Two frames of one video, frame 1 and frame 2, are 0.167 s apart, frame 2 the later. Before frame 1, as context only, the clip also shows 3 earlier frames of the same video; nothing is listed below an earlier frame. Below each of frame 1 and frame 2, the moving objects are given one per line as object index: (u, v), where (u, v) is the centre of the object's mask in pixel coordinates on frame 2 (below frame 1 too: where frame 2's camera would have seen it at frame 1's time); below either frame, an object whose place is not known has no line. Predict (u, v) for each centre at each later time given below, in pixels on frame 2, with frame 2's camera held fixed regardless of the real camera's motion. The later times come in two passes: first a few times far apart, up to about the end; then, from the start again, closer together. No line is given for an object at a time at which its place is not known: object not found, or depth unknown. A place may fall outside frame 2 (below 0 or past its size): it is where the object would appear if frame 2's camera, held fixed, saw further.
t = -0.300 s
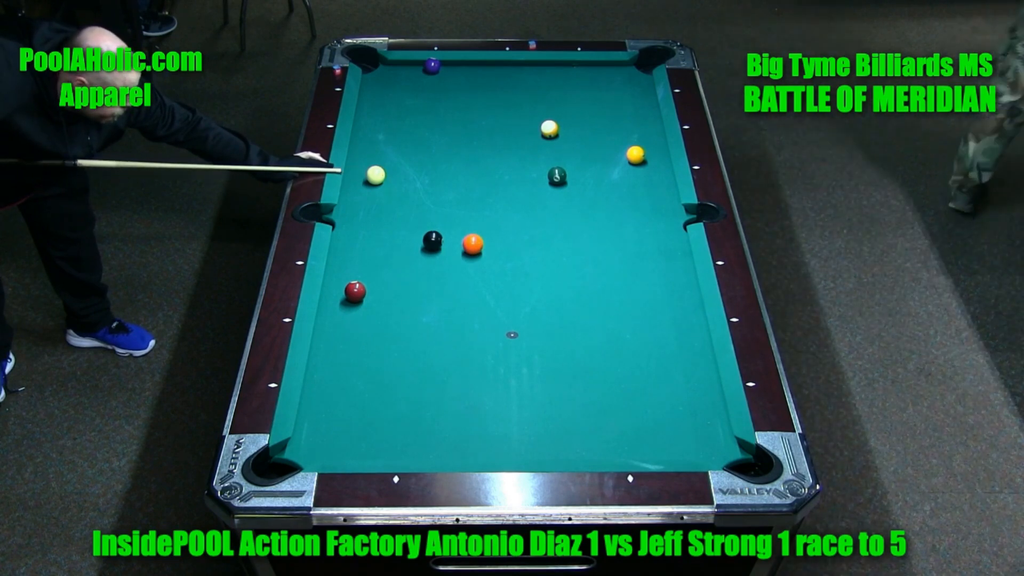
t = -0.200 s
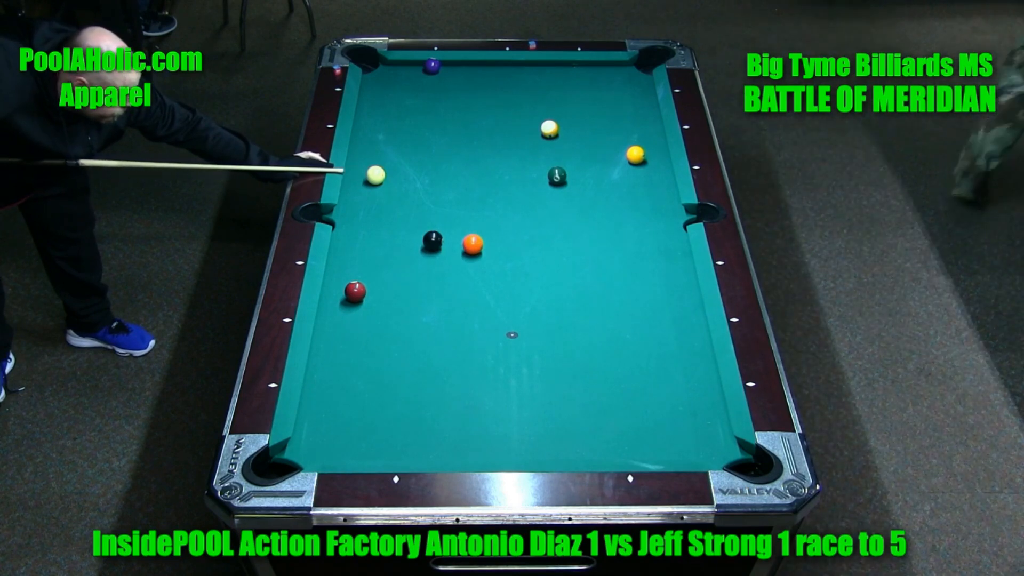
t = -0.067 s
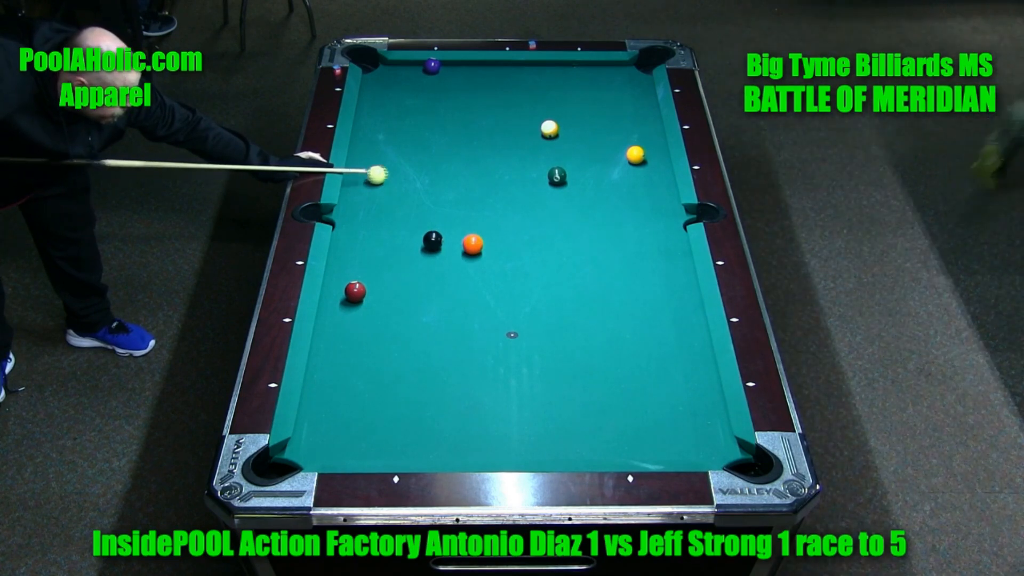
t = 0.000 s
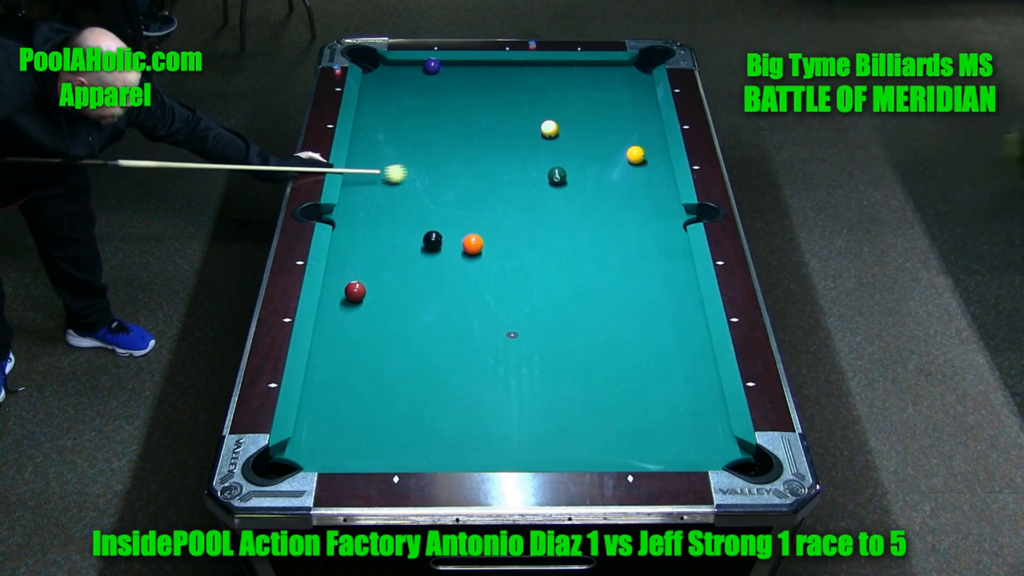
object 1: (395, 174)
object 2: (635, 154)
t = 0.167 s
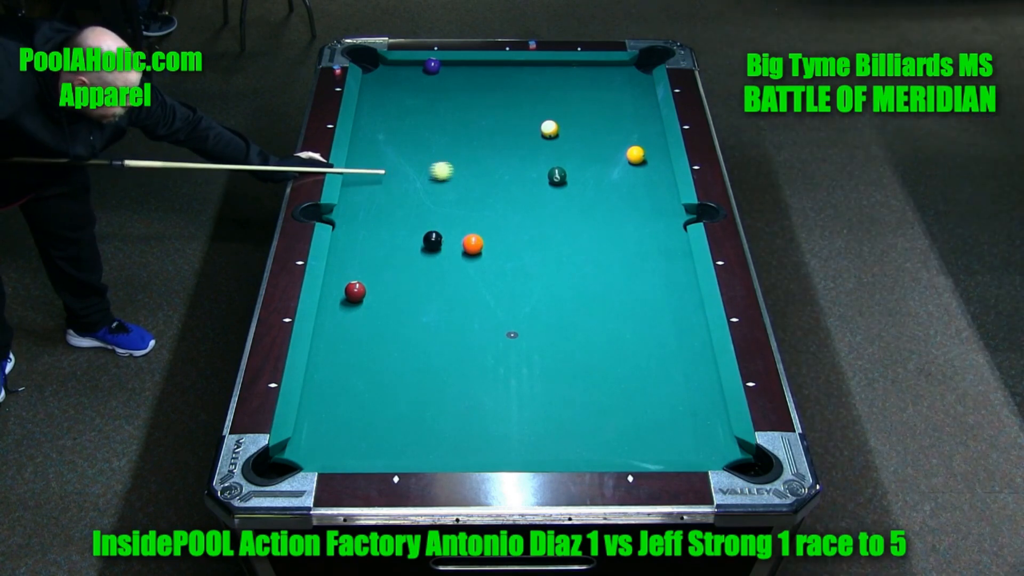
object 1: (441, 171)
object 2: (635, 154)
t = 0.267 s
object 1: (468, 170)
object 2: (635, 154)
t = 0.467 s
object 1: (521, 166)
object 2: (635, 154)
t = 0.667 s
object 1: (573, 163)
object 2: (635, 154)
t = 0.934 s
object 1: (628, 163)
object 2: (646, 151)
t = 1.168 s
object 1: (655, 170)
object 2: (651, 144)
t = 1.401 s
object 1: (657, 175)
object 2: (637, 140)
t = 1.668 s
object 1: (643, 179)
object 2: (621, 135)
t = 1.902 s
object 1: (631, 182)
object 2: (610, 132)
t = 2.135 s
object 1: (621, 184)
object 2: (599, 129)
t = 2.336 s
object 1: (614, 187)
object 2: (591, 126)
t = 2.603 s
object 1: (605, 189)
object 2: (583, 124)
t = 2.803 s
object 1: (600, 191)
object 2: (577, 122)
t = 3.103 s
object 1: (594, 193)
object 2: (570, 121)
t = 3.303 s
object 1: (591, 194)
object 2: (567, 120)
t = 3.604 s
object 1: (589, 195)
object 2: (564, 119)
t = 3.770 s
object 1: (588, 196)
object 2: (564, 118)
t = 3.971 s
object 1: (589, 196)
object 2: (564, 118)
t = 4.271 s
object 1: (589, 195)
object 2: (564, 118)
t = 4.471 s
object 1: (589, 195)
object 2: (564, 119)
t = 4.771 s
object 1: (589, 195)
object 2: (564, 119)
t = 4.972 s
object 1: (589, 195)
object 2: (564, 119)
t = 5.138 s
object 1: (588, 195)
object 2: (564, 119)
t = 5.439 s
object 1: (588, 189)
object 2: (564, 119)
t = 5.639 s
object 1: (589, 195)
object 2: (564, 119)
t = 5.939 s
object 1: (589, 195)
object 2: (564, 119)
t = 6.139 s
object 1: (589, 195)
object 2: (564, 119)
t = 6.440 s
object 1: (589, 195)
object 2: (564, 119)
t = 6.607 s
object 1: (589, 195)
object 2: (564, 119)
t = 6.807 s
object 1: (589, 196)
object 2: (564, 119)
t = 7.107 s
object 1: (589, 196)
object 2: (564, 119)
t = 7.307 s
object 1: (589, 195)
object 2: (564, 119)
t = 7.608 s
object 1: (589, 195)
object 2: (564, 119)
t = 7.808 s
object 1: (589, 195)
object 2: (564, 119)
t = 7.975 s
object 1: (589, 195)
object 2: (564, 119)
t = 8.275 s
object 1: (589, 195)
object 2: (564, 119)
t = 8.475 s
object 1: (589, 195)
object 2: (564, 119)
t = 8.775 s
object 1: (589, 195)
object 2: (564, 119)
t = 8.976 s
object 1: (589, 195)
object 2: (564, 119)
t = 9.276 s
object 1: (589, 195)
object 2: (564, 119)
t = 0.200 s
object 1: (450, 171)
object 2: (635, 154)
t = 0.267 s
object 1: (468, 170)
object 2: (635, 154)
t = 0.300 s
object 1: (477, 169)
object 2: (635, 154)
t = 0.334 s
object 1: (486, 168)
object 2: (635, 154)
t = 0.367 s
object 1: (495, 168)
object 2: (635, 154)
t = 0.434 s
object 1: (513, 167)
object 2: (635, 154)
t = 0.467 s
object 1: (521, 166)
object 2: (635, 154)
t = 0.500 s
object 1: (530, 166)
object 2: (635, 154)
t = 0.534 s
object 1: (538, 165)
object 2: (635, 154)
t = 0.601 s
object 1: (555, 162)
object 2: (635, 154)
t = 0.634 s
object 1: (565, 162)
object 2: (635, 154)
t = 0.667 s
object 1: (573, 163)
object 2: (635, 154)
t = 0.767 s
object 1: (598, 162)
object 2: (635, 154)
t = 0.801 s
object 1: (606, 161)
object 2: (635, 154)
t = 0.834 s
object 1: (614, 161)
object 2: (635, 154)
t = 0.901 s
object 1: (624, 162)
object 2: (642, 152)
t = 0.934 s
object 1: (628, 163)
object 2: (646, 151)
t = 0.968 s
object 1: (632, 164)
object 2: (649, 150)
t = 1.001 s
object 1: (636, 165)
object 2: (653, 148)
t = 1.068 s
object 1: (643, 167)
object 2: (658, 146)
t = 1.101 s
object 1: (647, 168)
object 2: (656, 145)
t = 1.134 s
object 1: (651, 169)
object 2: (654, 145)
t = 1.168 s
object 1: (655, 170)
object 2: (651, 144)
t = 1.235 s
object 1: (662, 172)
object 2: (647, 143)
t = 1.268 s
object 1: (664, 172)
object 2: (645, 142)
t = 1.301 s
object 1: (662, 173)
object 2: (643, 142)
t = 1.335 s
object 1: (660, 174)
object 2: (640, 141)
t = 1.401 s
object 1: (657, 175)
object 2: (637, 140)
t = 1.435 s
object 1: (655, 175)
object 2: (634, 139)
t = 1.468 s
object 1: (653, 175)
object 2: (632, 139)
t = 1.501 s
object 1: (651, 176)
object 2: (631, 138)
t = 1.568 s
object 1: (648, 177)
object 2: (627, 137)
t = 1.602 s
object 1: (646, 178)
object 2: (625, 136)
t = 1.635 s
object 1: (644, 178)
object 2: (623, 136)
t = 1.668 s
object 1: (643, 179)
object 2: (621, 135)
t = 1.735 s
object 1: (639, 179)
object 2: (618, 134)
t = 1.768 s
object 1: (638, 180)
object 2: (616, 134)
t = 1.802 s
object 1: (636, 180)
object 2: (614, 133)
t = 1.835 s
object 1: (634, 181)
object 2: (613, 132)
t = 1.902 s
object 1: (631, 182)
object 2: (610, 132)
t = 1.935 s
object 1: (630, 182)
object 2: (608, 131)
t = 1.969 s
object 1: (628, 183)
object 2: (606, 130)
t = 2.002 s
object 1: (627, 183)
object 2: (605, 130)
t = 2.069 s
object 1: (624, 184)
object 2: (602, 129)
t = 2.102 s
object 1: (623, 184)
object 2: (600, 129)
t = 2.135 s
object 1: (621, 184)
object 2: (599, 129)
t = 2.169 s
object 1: (620, 185)
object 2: (598, 128)
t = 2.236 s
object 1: (617, 185)
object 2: (595, 127)
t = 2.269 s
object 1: (616, 186)
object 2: (594, 127)
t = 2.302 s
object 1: (615, 186)
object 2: (593, 127)
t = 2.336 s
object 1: (614, 187)
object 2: (591, 126)
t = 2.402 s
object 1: (612, 187)
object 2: (589, 126)
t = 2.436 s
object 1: (610, 188)
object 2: (588, 125)
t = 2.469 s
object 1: (609, 188)
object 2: (587, 125)
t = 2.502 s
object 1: (608, 188)
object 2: (585, 125)
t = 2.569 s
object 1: (606, 189)
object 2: (583, 124)
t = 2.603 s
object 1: (605, 189)
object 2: (583, 124)
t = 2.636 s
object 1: (604, 189)
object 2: (581, 124)
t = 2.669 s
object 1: (603, 190)
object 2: (580, 123)
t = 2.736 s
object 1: (602, 190)
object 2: (579, 122)
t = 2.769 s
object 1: (601, 190)
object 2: (578, 122)
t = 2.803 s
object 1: (600, 191)
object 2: (577, 122)
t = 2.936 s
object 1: (597, 192)
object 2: (574, 121)
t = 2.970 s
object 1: (596, 192)
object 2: (573, 121)
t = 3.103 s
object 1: (594, 193)
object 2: (570, 121)
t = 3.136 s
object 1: (593, 193)
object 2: (570, 121)
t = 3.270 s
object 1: (591, 194)
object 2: (568, 120)
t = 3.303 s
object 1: (591, 194)
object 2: (567, 120)
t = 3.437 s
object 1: (590, 195)
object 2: (566, 119)
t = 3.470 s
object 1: (589, 195)
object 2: (565, 119)
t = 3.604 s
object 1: (589, 195)
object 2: (564, 119)
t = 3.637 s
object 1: (588, 195)
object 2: (564, 119)
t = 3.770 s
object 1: (588, 196)
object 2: (564, 118)
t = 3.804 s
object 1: (588, 196)
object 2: (564, 119)
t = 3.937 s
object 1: (588, 195)
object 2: (564, 118)
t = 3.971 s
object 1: (589, 196)
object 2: (564, 118)
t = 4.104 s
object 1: (589, 195)
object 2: (564, 118)
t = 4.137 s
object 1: (589, 195)
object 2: (564, 118)
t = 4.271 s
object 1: (589, 195)
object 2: (564, 118)
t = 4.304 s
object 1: (589, 195)
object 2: (564, 118)
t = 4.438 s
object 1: (589, 196)
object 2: (564, 119)
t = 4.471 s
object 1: (589, 195)
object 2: (564, 119)
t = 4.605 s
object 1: (589, 195)
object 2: (564, 119)
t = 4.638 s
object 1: (589, 196)
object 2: (564, 119)
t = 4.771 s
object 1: (589, 195)
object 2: (564, 119)
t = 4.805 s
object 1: (589, 195)
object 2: (564, 119)
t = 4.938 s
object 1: (589, 196)
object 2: (564, 119)
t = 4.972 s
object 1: (589, 195)
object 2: (564, 119)
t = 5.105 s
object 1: (589, 195)
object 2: (564, 119)
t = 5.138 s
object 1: (588, 195)
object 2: (564, 119)
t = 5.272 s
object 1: (590, 194)
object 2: (563, 119)
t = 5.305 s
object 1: (592, 191)
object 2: (562, 119)
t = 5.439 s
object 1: (588, 189)
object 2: (564, 119)
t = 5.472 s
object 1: (587, 191)
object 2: (564, 119)
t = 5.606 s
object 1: (589, 195)
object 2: (564, 119)
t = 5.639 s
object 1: (589, 195)
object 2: (564, 119)
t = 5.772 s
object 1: (589, 195)
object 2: (564, 119)
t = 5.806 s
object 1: (589, 195)
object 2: (564, 119)
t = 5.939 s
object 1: (589, 195)
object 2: (564, 119)
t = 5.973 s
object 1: (589, 195)
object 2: (564, 119)
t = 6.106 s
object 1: (589, 195)
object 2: (564, 119)
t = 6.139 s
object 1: (589, 195)
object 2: (564, 119)
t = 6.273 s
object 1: (589, 195)
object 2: (564, 119)
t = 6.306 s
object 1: (589, 195)
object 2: (564, 119)
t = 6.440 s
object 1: (589, 195)
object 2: (564, 119)
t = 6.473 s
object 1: (589, 195)
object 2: (564, 119)
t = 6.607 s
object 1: (589, 195)
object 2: (564, 119)
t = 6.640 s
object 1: (589, 195)
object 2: (564, 119)
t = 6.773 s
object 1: (589, 196)
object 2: (564, 119)
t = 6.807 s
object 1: (589, 196)
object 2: (564, 119)
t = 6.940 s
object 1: (589, 195)
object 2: (564, 119)
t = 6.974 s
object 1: (589, 195)
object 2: (564, 119)
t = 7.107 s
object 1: (589, 196)
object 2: (564, 119)
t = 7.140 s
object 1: (589, 196)
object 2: (564, 119)
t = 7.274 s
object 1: (589, 195)
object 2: (564, 119)
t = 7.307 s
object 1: (589, 195)
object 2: (564, 119)
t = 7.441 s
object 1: (589, 196)
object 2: (564, 119)
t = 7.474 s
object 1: (589, 195)
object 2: (564, 119)
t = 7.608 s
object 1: (589, 195)
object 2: (564, 119)
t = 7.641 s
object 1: (589, 195)
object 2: (564, 119)
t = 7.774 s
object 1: (589, 195)
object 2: (564, 119)
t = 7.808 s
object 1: (589, 195)
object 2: (564, 119)
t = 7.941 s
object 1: (589, 195)
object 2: (564, 119)
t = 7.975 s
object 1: (589, 195)
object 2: (564, 119)
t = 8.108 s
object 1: (589, 195)
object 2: (564, 119)
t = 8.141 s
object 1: (589, 195)
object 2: (564, 119)
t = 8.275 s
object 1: (589, 195)
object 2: (564, 119)
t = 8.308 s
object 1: (589, 195)
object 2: (564, 119)
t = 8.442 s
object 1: (589, 195)
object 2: (564, 119)
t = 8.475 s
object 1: (589, 195)
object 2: (564, 119)
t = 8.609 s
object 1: (589, 195)
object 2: (564, 119)
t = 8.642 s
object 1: (589, 195)
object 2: (564, 119)
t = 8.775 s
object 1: (589, 195)
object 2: (564, 119)
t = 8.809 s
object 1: (589, 195)
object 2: (564, 119)
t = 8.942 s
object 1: (589, 195)
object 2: (564, 119)
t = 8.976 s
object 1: (589, 195)
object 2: (564, 119)
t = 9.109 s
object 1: (589, 195)
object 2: (564, 119)
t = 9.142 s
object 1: (588, 195)
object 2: (564, 119)
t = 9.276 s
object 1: (589, 195)
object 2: (564, 119)
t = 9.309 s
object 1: (589, 195)
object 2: (564, 119)
